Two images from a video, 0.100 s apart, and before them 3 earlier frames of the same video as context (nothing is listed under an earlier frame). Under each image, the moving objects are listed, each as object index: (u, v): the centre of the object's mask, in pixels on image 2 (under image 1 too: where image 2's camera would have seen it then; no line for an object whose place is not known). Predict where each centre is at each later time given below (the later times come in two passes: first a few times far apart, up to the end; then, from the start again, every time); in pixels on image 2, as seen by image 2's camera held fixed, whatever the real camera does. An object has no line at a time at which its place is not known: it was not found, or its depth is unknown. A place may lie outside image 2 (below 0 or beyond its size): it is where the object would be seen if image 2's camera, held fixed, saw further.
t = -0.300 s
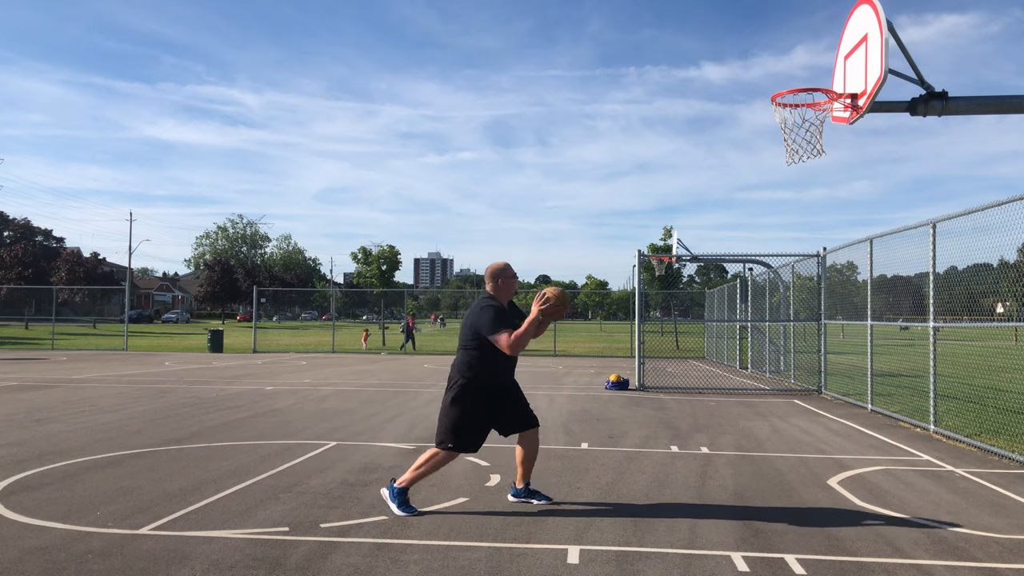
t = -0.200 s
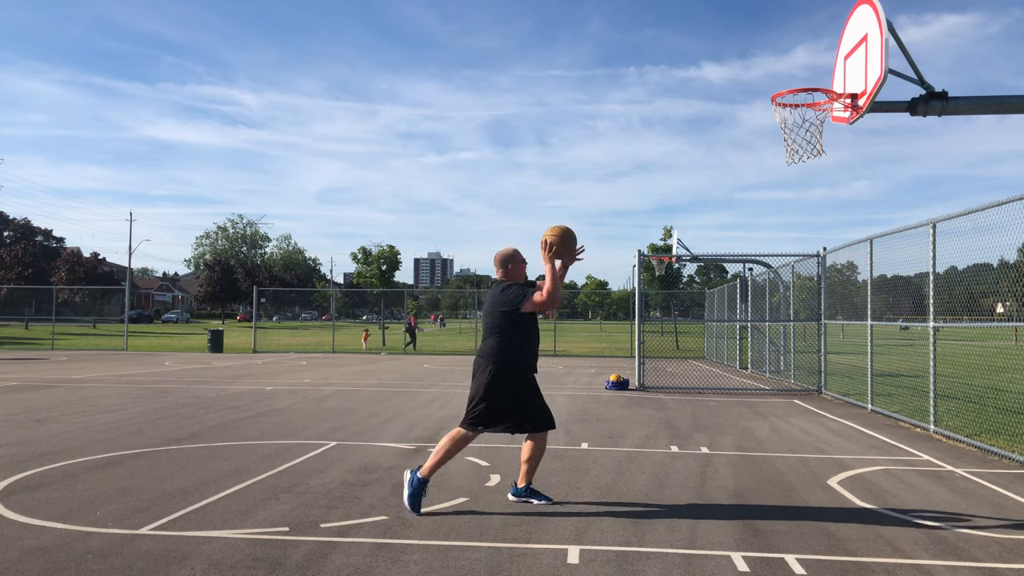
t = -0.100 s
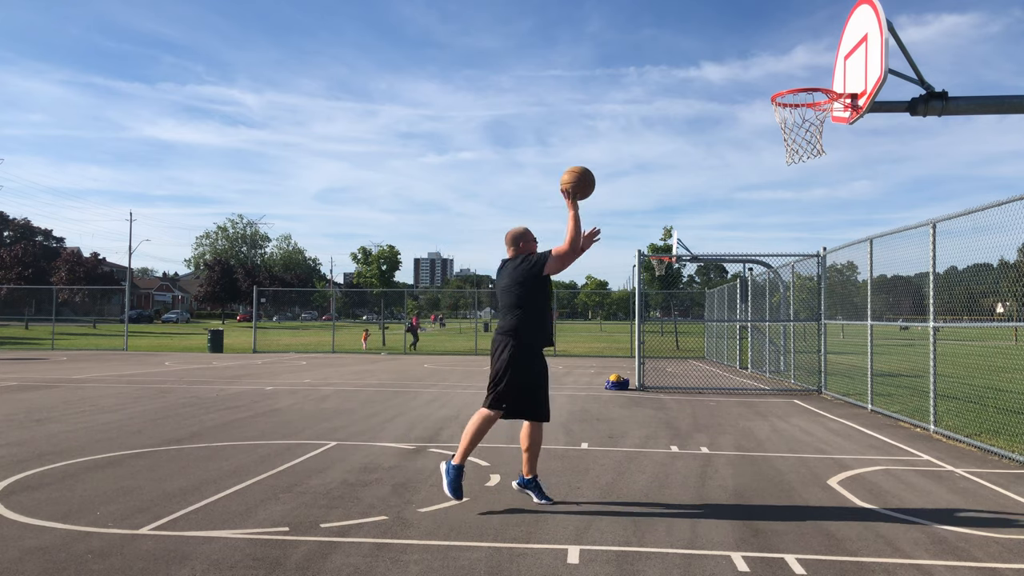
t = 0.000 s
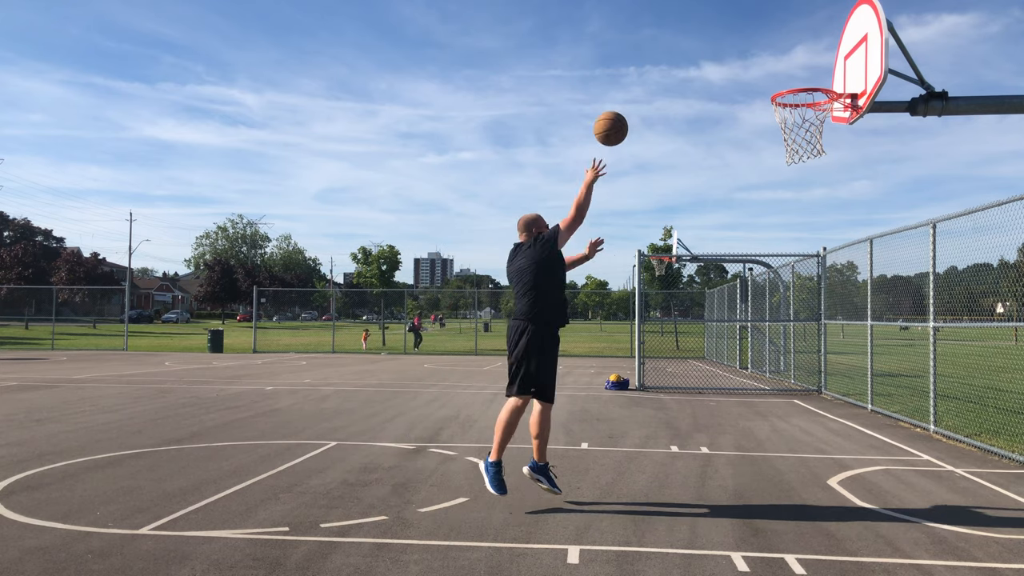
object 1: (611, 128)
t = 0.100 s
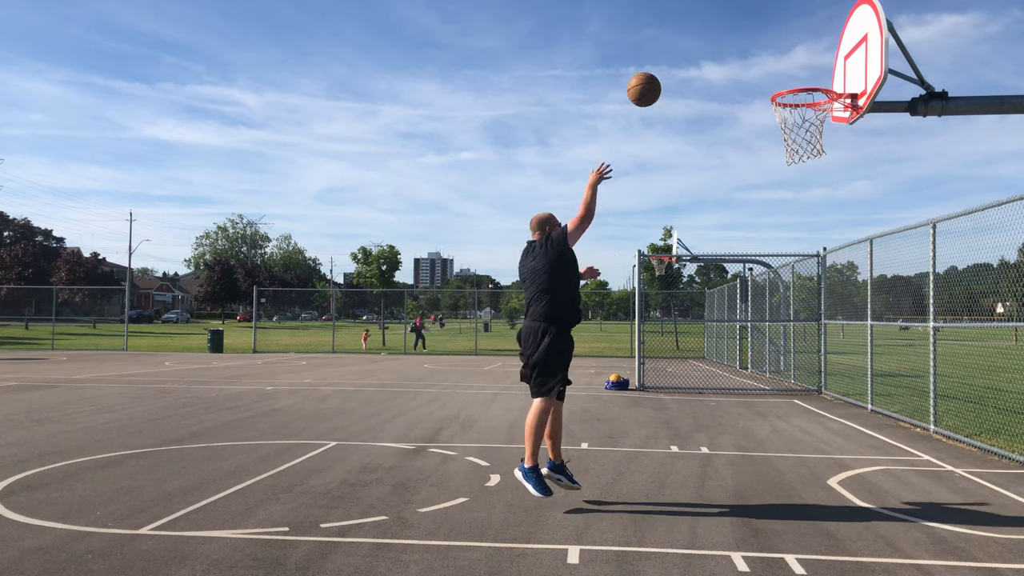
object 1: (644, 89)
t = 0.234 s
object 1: (686, 60)
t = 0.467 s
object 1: (755, 65)
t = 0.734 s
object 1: (779, 57)
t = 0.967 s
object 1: (788, 70)
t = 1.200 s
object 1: (801, 77)
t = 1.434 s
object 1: (818, 128)
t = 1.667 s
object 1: (815, 196)
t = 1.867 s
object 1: (810, 303)
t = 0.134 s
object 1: (654, 80)
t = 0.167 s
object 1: (665, 71)
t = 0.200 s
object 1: (676, 65)
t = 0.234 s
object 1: (686, 60)
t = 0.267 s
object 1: (696, 56)
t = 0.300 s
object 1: (706, 54)
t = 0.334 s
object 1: (716, 54)
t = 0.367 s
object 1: (726, 55)
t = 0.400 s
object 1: (736, 57)
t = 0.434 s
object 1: (746, 60)
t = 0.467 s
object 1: (755, 65)
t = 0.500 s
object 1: (765, 72)
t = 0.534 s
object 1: (774, 79)
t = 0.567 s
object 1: (774, 72)
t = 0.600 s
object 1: (775, 67)
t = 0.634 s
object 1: (776, 62)
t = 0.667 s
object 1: (777, 59)
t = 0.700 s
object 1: (778, 57)
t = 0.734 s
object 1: (779, 57)
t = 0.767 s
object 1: (780, 58)
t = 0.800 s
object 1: (781, 60)
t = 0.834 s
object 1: (782, 64)
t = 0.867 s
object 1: (783, 69)
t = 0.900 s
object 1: (784, 75)
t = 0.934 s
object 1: (786, 73)
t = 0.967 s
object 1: (788, 70)
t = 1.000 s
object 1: (789, 70)
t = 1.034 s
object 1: (791, 70)
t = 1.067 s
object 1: (793, 72)
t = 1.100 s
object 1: (795, 75)
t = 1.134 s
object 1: (797, 76)
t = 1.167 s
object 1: (799, 76)
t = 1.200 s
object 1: (801, 77)
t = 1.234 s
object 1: (804, 81)
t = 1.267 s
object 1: (806, 86)
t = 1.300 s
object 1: (809, 92)
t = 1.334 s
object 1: (810, 100)
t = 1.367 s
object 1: (813, 108)
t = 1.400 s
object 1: (816, 119)
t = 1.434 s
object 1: (818, 128)
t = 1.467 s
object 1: (819, 137)
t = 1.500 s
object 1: (819, 144)
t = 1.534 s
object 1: (819, 152)
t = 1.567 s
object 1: (818, 161)
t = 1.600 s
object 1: (817, 171)
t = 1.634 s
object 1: (816, 183)
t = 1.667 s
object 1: (815, 196)
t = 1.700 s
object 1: (814, 210)
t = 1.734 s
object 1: (813, 226)
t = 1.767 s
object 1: (812, 243)
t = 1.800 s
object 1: (811, 262)
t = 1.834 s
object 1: (811, 282)
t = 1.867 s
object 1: (810, 303)
